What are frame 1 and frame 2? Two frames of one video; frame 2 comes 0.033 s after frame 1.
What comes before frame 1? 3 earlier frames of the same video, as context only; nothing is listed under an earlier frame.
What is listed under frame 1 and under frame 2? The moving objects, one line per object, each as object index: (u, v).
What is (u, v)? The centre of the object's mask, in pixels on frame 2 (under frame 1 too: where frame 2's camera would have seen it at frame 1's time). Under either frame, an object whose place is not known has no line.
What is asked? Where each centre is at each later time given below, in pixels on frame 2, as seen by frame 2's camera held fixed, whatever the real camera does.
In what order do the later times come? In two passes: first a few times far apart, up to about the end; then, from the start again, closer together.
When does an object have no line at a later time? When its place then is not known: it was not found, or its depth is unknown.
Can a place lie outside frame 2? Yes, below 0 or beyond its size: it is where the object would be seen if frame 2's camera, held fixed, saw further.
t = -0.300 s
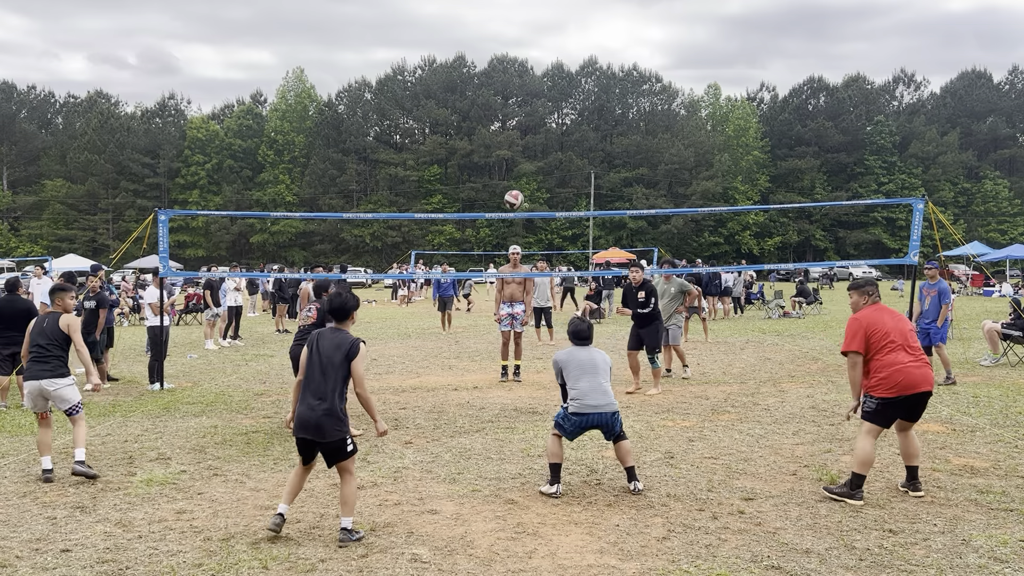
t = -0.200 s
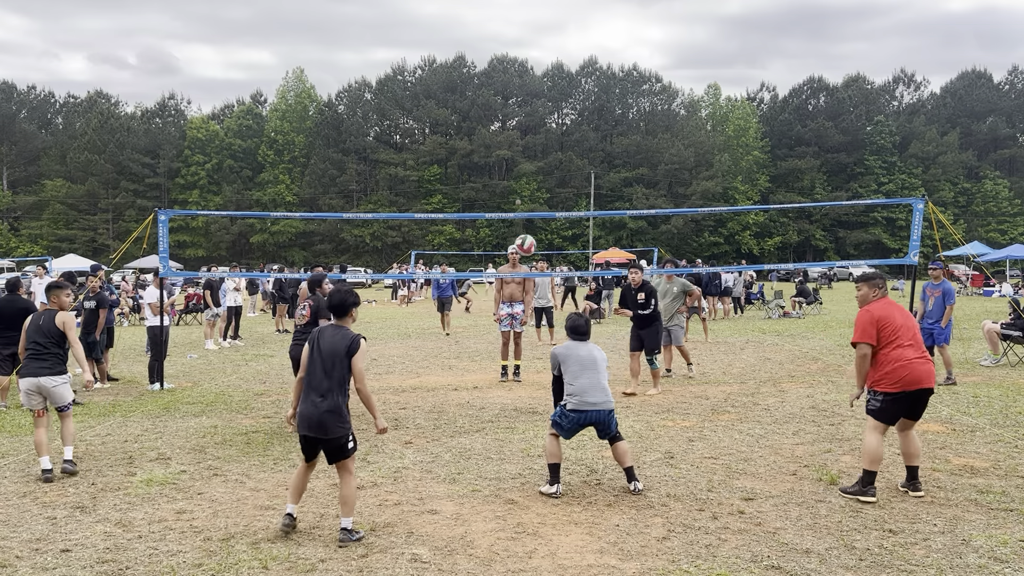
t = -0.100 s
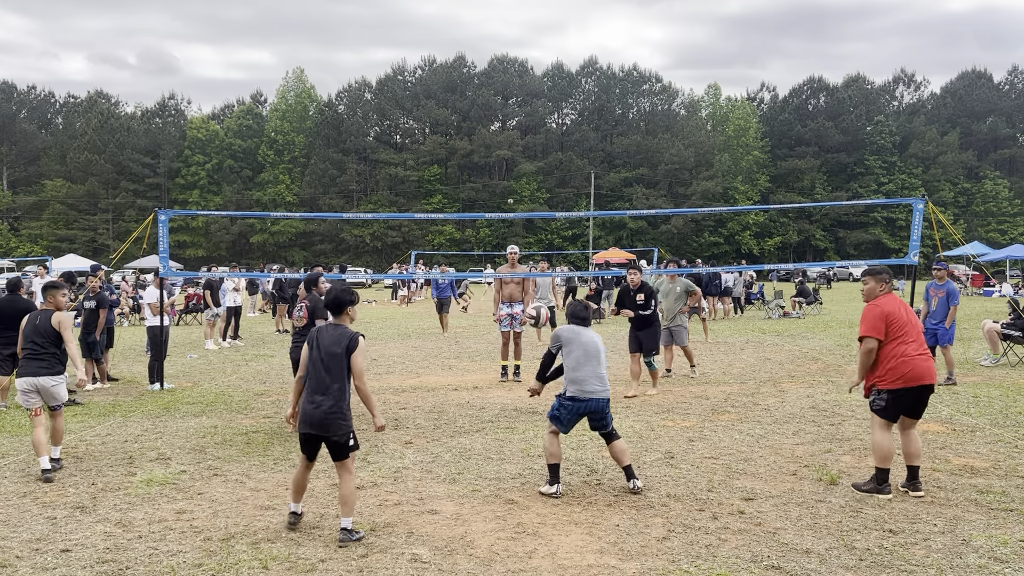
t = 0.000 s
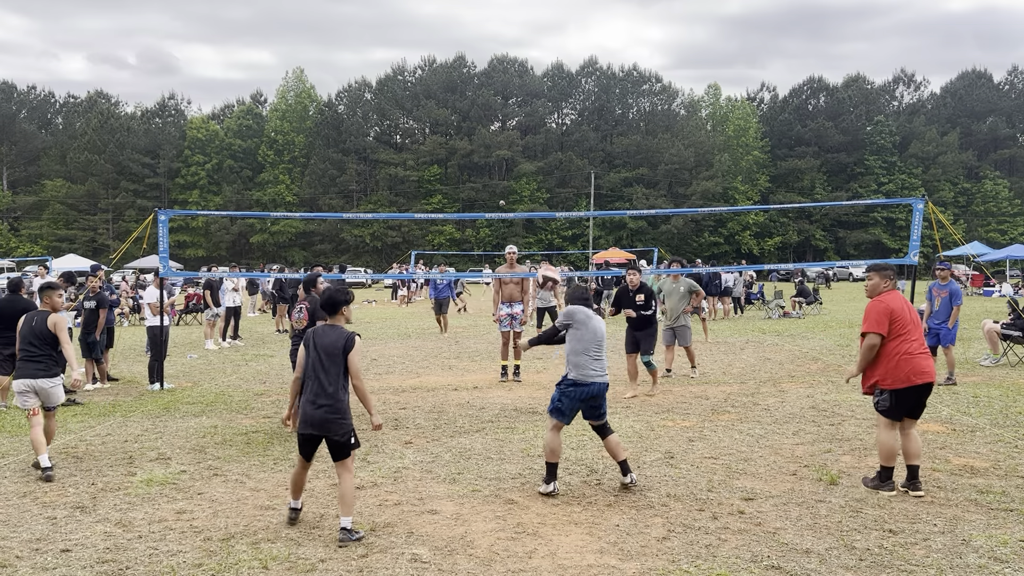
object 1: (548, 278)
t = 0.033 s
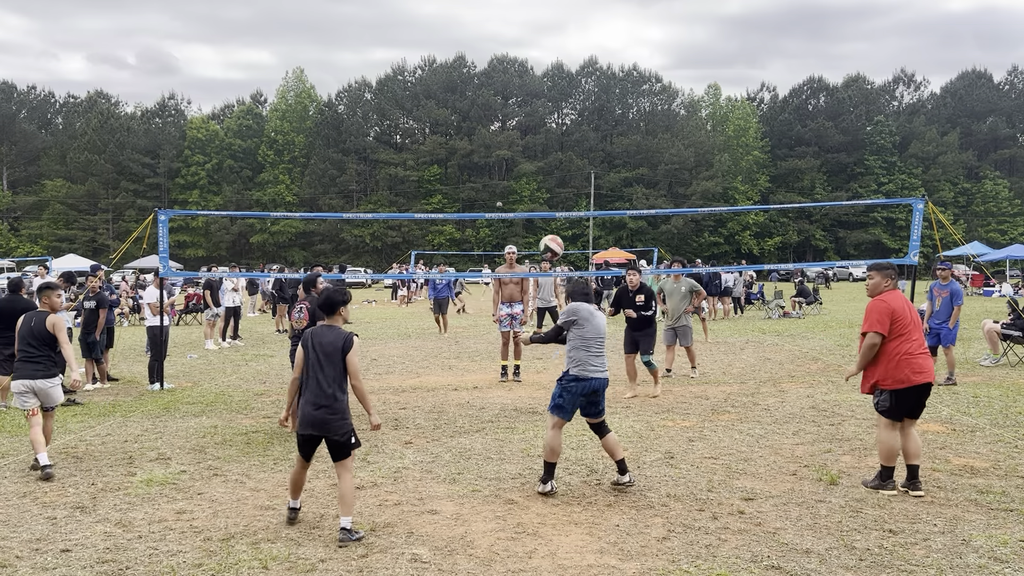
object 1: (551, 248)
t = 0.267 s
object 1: (570, 92)
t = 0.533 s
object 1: (579, 23)
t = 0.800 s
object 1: (583, 29)
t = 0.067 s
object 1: (555, 218)
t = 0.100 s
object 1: (557, 192)
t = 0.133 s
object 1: (559, 167)
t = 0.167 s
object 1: (562, 145)
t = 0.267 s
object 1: (570, 92)
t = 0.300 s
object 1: (571, 78)
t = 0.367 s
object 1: (574, 56)
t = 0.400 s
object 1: (575, 47)
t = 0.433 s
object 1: (576, 39)
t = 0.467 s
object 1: (578, 32)
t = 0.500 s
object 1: (578, 27)
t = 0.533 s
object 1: (579, 23)
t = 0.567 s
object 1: (580, 21)
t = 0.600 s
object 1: (580, 19)
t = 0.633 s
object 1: (581, 18)
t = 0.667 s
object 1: (581, 18)
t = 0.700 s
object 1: (582, 20)
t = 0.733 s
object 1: (582, 22)
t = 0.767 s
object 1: (582, 25)
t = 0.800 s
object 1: (583, 29)
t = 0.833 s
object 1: (583, 34)
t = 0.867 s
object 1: (583, 39)
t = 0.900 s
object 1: (583, 46)
